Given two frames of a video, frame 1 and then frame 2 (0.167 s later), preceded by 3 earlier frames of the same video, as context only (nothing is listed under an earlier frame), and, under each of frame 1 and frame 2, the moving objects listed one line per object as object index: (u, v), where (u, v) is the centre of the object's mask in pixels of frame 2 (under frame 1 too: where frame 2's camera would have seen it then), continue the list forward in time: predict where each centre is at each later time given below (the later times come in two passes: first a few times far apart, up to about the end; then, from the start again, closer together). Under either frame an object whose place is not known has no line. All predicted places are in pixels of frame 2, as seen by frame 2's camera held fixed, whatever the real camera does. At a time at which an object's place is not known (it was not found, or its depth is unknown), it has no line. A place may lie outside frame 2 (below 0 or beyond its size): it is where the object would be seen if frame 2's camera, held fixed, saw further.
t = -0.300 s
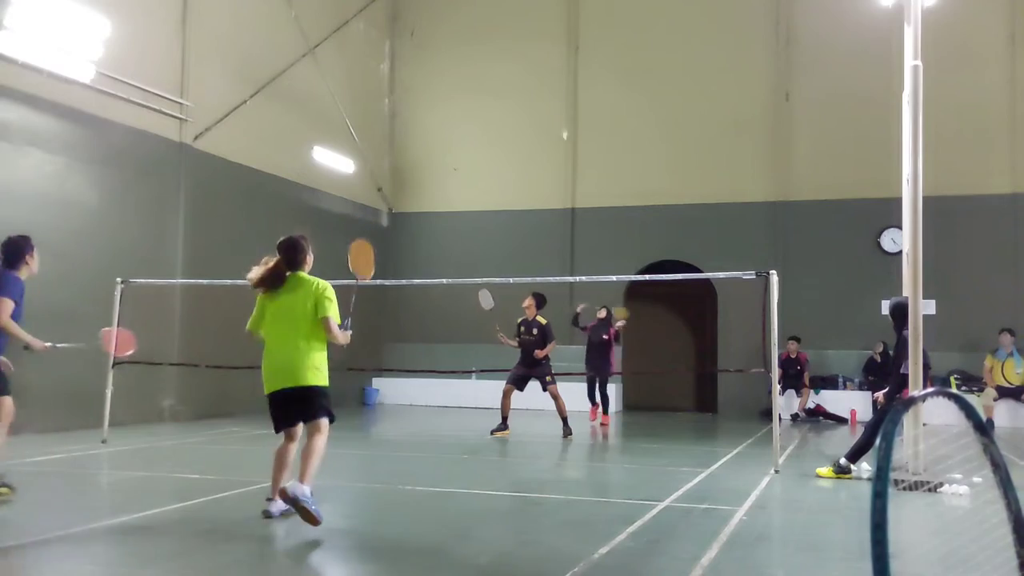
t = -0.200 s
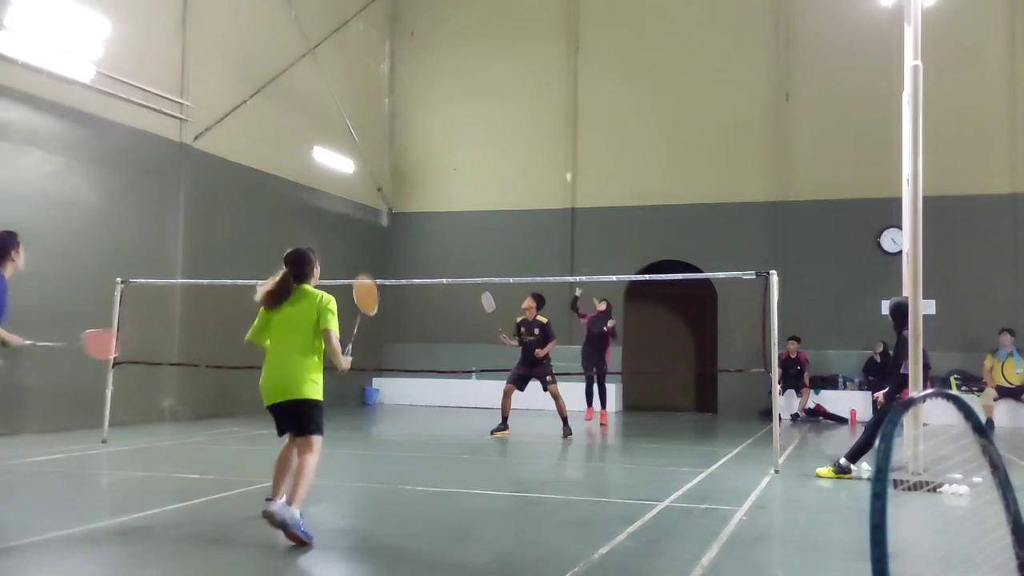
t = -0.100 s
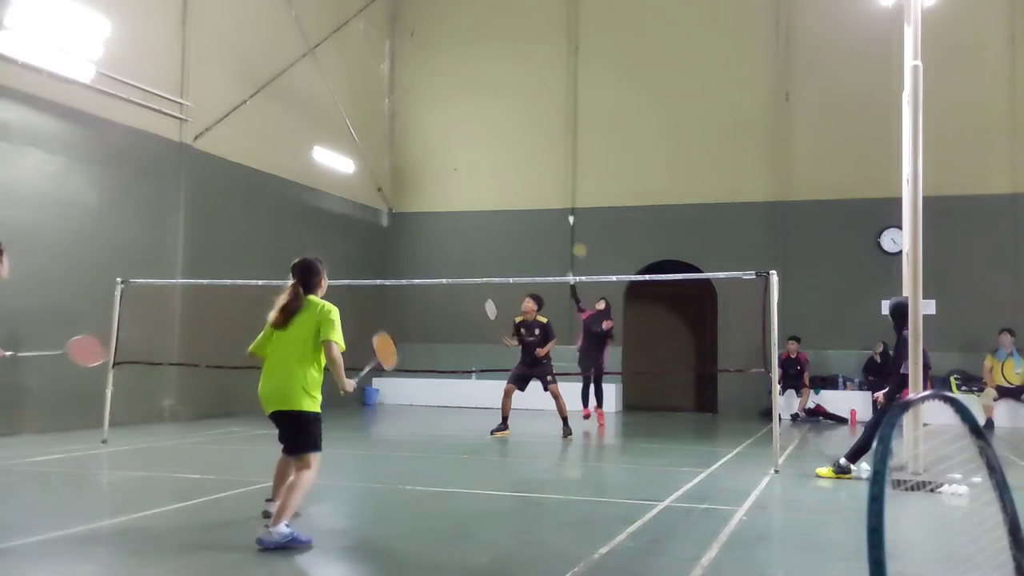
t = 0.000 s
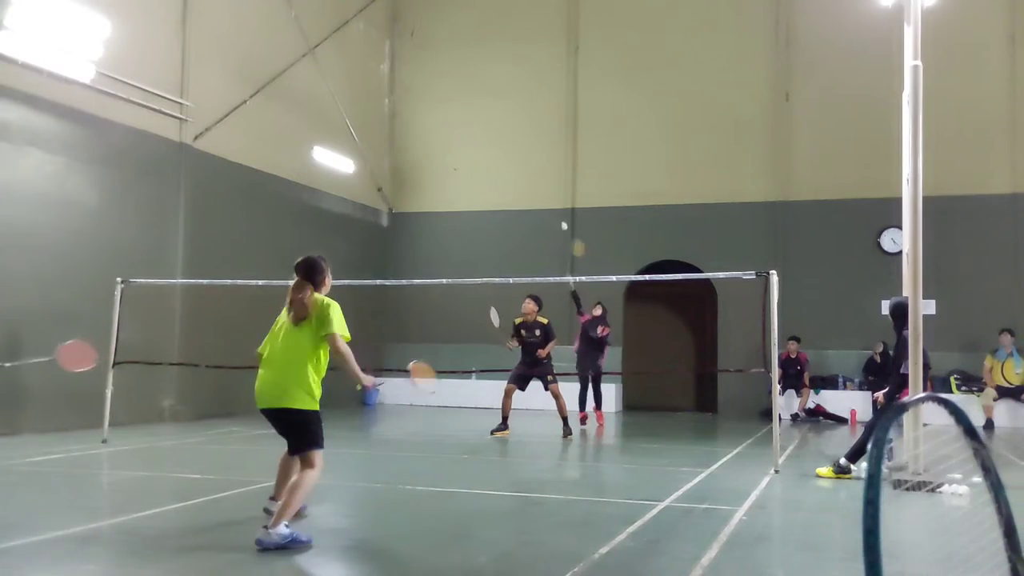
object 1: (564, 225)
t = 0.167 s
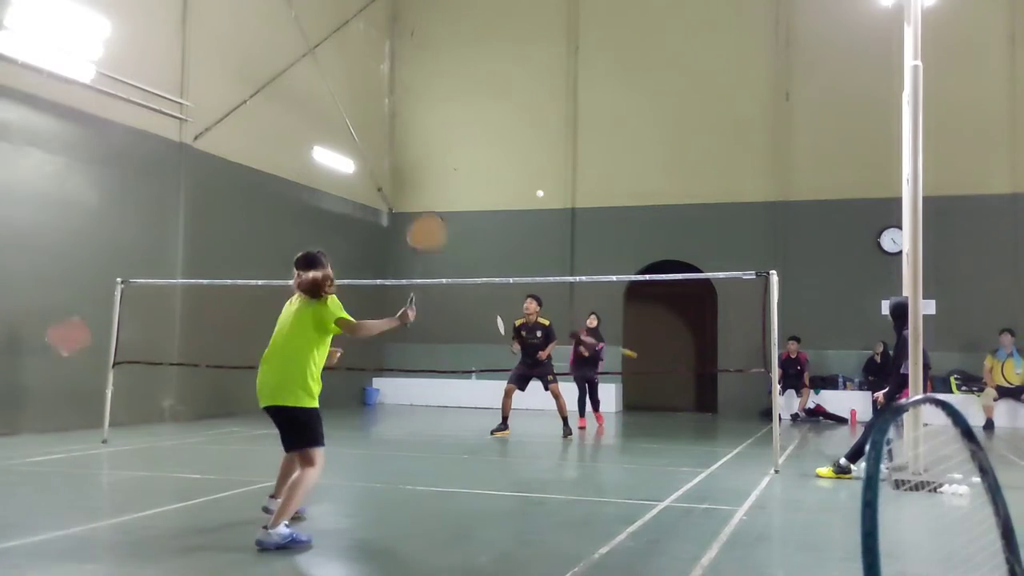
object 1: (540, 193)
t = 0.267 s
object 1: (526, 187)
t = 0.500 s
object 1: (490, 215)
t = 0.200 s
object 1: (535, 190)
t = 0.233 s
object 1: (530, 187)
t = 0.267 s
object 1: (526, 187)
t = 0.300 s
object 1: (521, 187)
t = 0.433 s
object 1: (501, 200)
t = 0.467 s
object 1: (495, 206)
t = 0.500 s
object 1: (490, 215)
